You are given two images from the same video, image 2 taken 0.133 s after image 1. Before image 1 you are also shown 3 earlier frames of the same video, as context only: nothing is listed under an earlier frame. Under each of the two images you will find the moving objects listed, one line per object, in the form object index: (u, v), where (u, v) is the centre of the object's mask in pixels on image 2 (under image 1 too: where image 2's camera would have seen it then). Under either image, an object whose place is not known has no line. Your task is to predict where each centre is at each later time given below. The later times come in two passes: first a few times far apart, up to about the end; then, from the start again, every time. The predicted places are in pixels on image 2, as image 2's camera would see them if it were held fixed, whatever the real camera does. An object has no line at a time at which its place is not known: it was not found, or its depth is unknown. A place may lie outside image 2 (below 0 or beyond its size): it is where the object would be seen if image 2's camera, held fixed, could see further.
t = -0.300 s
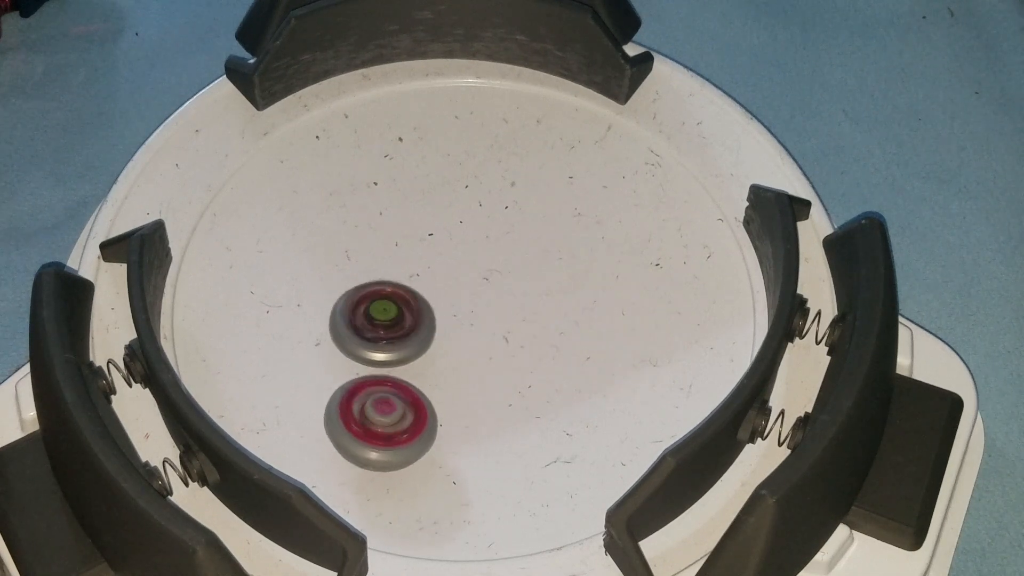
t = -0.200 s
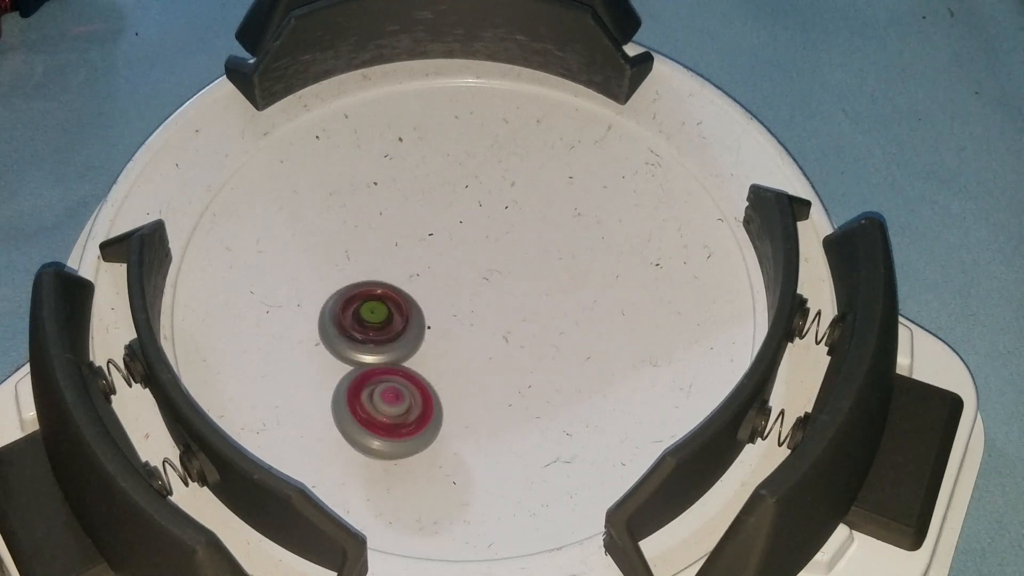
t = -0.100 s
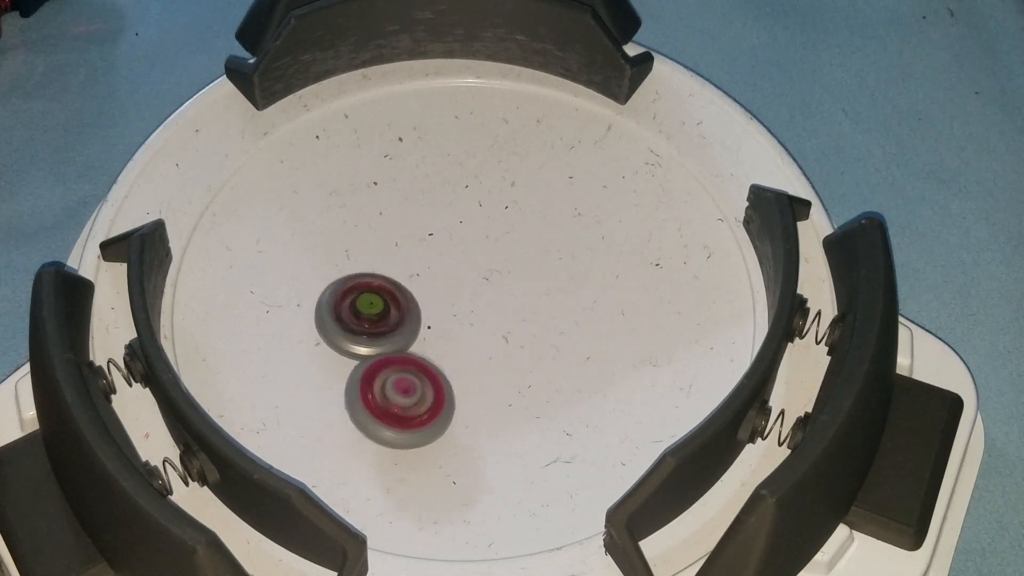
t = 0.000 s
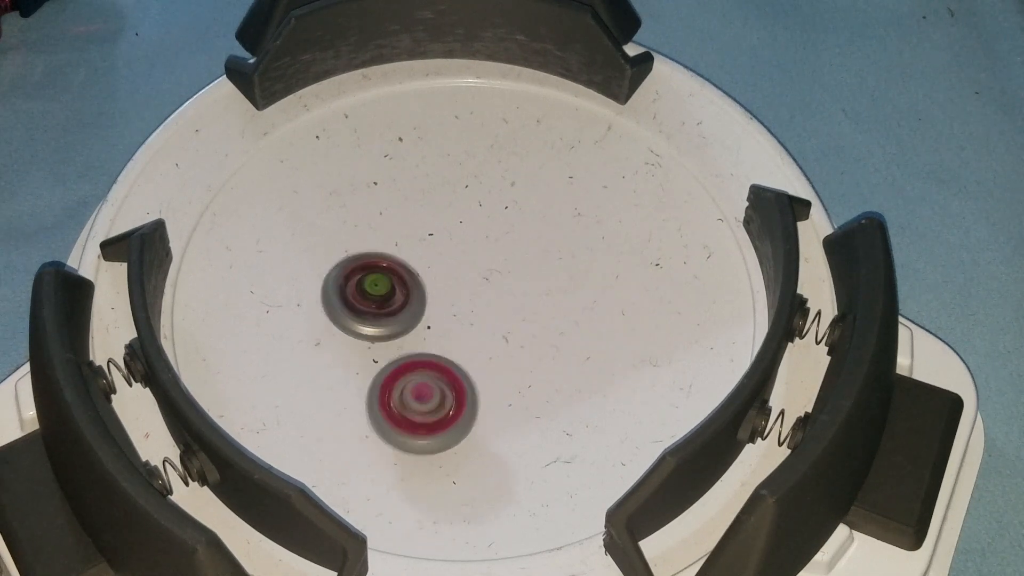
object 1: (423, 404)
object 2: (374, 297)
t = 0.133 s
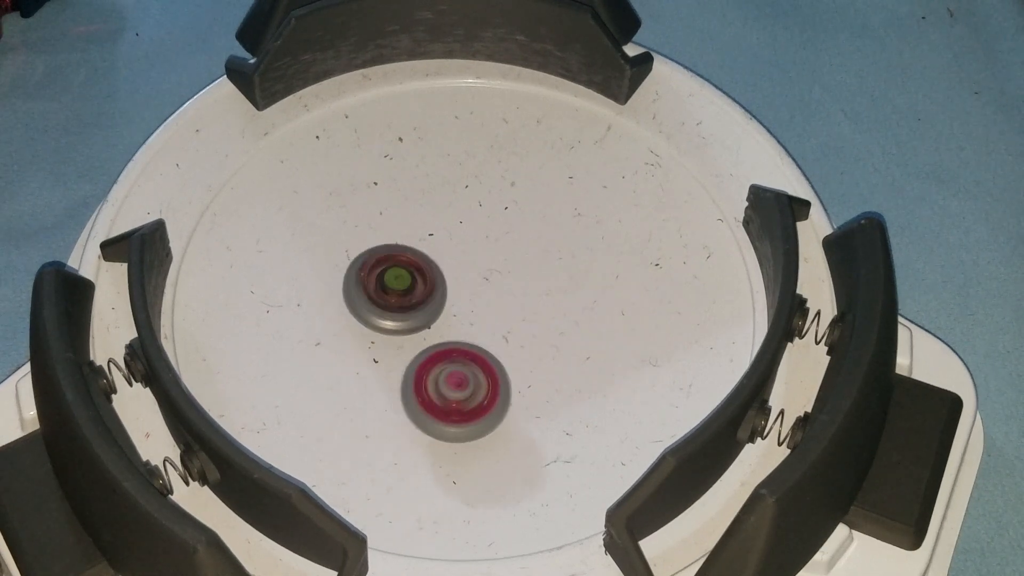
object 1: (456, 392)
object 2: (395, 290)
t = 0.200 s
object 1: (469, 387)
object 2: (402, 285)
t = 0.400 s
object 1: (506, 371)
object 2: (429, 275)
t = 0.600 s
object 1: (532, 354)
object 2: (459, 272)
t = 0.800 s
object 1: (548, 342)
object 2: (485, 273)
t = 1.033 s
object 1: (571, 384)
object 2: (495, 252)
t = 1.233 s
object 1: (553, 391)
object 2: (489, 271)
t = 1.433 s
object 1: (510, 379)
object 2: (473, 298)
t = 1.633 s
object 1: (465, 465)
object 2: (428, 199)
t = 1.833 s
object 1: (473, 424)
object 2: (379, 203)
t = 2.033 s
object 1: (497, 368)
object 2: (360, 240)
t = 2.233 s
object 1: (532, 320)
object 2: (385, 291)
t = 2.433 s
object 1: (569, 288)
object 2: (424, 331)
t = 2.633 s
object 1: (584, 279)
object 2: (458, 358)
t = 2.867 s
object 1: (564, 284)
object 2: (484, 373)
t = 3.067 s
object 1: (513, 283)
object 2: (485, 368)
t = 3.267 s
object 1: (457, 264)
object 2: (467, 352)
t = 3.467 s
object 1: (421, 234)
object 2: (439, 325)
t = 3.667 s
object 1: (415, 209)
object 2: (417, 309)
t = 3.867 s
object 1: (426, 208)
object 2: (412, 299)
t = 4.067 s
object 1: (445, 216)
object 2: (411, 316)
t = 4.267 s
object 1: (467, 225)
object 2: (400, 358)
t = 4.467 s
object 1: (444, 256)
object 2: (413, 381)
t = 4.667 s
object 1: (402, 277)
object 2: (428, 384)
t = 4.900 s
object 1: (363, 279)
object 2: (449, 359)
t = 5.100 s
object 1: (358, 275)
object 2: (461, 323)
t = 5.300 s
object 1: (372, 276)
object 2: (479, 295)
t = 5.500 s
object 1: (386, 290)
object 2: (503, 277)
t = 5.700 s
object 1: (392, 313)
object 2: (513, 273)
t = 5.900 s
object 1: (390, 332)
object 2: (503, 280)
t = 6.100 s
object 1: (383, 343)
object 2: (475, 296)
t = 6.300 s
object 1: (366, 348)
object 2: (469, 298)
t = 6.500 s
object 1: (349, 349)
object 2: (470, 291)
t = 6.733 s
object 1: (375, 347)
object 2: (466, 287)
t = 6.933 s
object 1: (409, 356)
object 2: (462, 283)
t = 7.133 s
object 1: (425, 380)
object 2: (462, 284)
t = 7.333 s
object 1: (420, 385)
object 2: (450, 292)
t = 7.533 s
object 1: (415, 386)
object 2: (443, 282)
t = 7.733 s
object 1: (434, 374)
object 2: (440, 278)
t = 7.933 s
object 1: (467, 364)
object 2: (439, 281)
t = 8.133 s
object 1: (490, 378)
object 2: (441, 288)
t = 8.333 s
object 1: (486, 388)
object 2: (438, 306)
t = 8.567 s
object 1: (458, 399)
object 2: (426, 277)
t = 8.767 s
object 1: (464, 352)
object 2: (427, 266)
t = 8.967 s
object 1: (476, 343)
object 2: (443, 253)
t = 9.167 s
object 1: (479, 363)
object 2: (455, 262)
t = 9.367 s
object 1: (474, 374)
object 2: (447, 285)
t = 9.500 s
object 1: (469, 371)
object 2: (429, 292)
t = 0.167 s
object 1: (463, 390)
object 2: (398, 288)
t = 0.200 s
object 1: (469, 387)
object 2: (402, 285)
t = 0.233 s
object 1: (476, 384)
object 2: (406, 283)
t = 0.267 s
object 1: (483, 381)
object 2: (410, 281)
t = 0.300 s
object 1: (489, 379)
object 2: (415, 280)
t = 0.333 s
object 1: (495, 376)
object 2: (419, 278)
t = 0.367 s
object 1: (501, 373)
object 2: (424, 277)
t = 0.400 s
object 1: (506, 371)
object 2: (429, 275)
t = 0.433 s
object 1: (511, 368)
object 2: (434, 274)
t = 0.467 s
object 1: (516, 365)
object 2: (439, 273)
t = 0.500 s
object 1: (520, 362)
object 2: (444, 273)
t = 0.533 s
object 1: (525, 359)
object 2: (449, 272)
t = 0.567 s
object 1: (529, 357)
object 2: (454, 272)
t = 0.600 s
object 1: (532, 354)
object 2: (459, 272)
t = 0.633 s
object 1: (535, 351)
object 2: (464, 273)
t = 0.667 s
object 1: (538, 349)
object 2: (469, 273)
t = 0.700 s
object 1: (541, 346)
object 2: (474, 274)
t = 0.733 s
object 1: (543, 343)
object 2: (478, 274)
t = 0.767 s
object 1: (545, 341)
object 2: (482, 274)
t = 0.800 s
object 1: (548, 342)
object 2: (485, 273)
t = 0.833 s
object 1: (551, 345)
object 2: (488, 272)
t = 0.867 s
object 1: (553, 345)
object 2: (492, 273)
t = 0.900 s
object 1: (555, 345)
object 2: (496, 275)
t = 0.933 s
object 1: (562, 361)
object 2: (496, 264)
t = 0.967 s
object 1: (568, 374)
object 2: (495, 256)
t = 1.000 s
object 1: (570, 381)
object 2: (495, 252)
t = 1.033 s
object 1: (571, 384)
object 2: (495, 252)
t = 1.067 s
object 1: (570, 386)
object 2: (495, 254)
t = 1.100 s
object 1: (568, 388)
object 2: (494, 256)
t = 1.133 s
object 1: (566, 390)
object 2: (494, 259)
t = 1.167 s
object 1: (563, 390)
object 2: (492, 262)
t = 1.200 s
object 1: (558, 390)
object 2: (491, 266)
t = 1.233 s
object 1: (553, 391)
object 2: (489, 271)
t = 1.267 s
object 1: (547, 389)
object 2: (487, 275)
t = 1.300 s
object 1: (540, 388)
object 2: (485, 280)
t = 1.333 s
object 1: (533, 386)
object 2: (482, 285)
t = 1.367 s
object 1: (525, 383)
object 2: (479, 290)
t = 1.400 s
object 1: (517, 379)
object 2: (477, 295)
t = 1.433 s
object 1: (510, 379)
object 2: (473, 298)
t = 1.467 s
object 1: (505, 401)
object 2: (467, 275)
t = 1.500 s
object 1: (501, 427)
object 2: (460, 246)
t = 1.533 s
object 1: (493, 449)
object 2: (453, 224)
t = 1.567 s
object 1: (483, 462)
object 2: (445, 209)
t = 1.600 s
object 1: (472, 466)
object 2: (437, 202)
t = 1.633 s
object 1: (465, 465)
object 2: (428, 199)
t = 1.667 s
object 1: (464, 459)
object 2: (418, 197)
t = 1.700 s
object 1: (466, 453)
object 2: (410, 197)
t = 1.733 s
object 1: (467, 447)
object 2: (401, 197)
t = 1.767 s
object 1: (469, 440)
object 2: (394, 198)
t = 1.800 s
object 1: (471, 432)
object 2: (386, 200)
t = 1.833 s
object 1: (473, 424)
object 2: (379, 203)
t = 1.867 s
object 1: (476, 415)
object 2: (373, 207)
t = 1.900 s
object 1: (479, 406)
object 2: (368, 211)
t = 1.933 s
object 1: (483, 396)
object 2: (364, 217)
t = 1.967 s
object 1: (487, 387)
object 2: (362, 224)
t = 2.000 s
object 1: (492, 377)
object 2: (360, 231)
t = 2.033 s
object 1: (497, 368)
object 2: (360, 240)
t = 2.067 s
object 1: (502, 359)
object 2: (361, 249)
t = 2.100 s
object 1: (507, 350)
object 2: (364, 257)
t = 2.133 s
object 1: (513, 342)
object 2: (368, 266)
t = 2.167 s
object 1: (519, 334)
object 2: (373, 275)
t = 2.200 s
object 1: (526, 326)
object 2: (379, 283)
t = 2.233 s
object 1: (532, 320)
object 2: (385, 291)
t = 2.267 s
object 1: (539, 313)
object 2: (391, 299)
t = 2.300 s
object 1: (545, 307)
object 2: (397, 306)
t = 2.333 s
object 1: (552, 301)
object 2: (404, 313)
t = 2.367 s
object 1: (558, 296)
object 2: (411, 319)
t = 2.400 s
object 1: (564, 291)
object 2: (417, 325)
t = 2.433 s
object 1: (569, 288)
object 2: (424, 331)
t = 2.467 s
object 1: (574, 285)
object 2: (430, 336)
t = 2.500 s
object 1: (577, 283)
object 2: (436, 341)
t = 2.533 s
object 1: (580, 281)
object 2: (442, 346)
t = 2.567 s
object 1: (582, 279)
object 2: (448, 350)
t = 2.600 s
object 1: (583, 279)
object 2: (453, 354)
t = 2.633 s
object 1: (584, 279)
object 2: (458, 358)
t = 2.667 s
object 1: (584, 279)
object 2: (464, 362)
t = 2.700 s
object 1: (583, 279)
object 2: (468, 365)
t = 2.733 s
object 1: (581, 280)
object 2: (473, 368)
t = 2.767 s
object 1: (578, 281)
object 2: (477, 370)
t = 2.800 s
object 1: (575, 282)
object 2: (480, 372)
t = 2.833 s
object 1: (570, 282)
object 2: (482, 373)
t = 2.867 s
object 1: (564, 284)
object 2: (484, 373)
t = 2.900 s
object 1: (558, 284)
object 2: (485, 372)
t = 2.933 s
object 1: (551, 285)
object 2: (486, 372)
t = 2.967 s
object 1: (542, 285)
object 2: (487, 372)
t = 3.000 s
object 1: (532, 285)
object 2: (487, 371)
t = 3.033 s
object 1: (523, 285)
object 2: (486, 370)
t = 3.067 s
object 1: (513, 283)
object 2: (485, 368)
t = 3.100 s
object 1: (503, 282)
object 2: (483, 365)
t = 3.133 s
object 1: (493, 279)
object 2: (481, 363)
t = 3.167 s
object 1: (483, 276)
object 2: (478, 361)
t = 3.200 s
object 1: (474, 272)
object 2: (474, 359)
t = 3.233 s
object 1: (465, 267)
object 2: (471, 356)
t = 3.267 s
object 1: (457, 264)
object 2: (467, 352)
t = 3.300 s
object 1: (449, 259)
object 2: (463, 349)
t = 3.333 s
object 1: (442, 254)
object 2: (459, 344)
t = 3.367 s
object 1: (436, 249)
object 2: (454, 339)
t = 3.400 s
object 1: (430, 244)
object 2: (449, 335)
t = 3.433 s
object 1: (426, 239)
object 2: (444, 330)
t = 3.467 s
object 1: (421, 234)
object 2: (439, 325)
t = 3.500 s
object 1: (418, 230)
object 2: (435, 321)
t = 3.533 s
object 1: (415, 226)
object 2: (431, 316)
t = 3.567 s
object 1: (413, 223)
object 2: (427, 311)
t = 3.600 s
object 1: (413, 216)
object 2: (423, 311)
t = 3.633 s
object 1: (414, 211)
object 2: (419, 310)
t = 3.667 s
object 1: (415, 209)
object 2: (417, 309)
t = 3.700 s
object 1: (416, 207)
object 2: (414, 306)
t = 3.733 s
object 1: (417, 206)
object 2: (412, 304)
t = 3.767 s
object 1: (419, 205)
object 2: (412, 303)
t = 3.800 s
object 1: (421, 206)
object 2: (411, 301)
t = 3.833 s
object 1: (424, 207)
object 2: (412, 300)
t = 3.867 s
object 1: (426, 208)
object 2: (412, 299)
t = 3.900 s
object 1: (429, 210)
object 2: (412, 300)
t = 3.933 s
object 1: (434, 203)
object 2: (409, 309)
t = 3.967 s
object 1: (438, 202)
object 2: (408, 312)
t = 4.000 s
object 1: (442, 205)
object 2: (409, 314)
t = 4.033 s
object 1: (443, 211)
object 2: (410, 315)
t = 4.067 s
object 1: (445, 216)
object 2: (411, 316)
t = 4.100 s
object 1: (445, 222)
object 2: (412, 318)
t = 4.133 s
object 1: (446, 229)
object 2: (414, 319)
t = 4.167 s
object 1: (447, 235)
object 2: (413, 323)
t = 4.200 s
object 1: (456, 227)
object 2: (405, 339)
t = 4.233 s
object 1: (463, 224)
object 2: (401, 350)
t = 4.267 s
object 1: (467, 225)
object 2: (400, 358)
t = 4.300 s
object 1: (466, 229)
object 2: (401, 363)
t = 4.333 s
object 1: (462, 235)
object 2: (404, 368)
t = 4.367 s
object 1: (458, 239)
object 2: (406, 372)
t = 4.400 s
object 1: (454, 245)
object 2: (409, 376)
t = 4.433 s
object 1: (449, 250)
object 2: (411, 379)
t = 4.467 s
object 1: (444, 256)
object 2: (413, 381)
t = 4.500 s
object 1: (437, 260)
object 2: (416, 384)
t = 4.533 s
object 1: (431, 265)
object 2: (418, 385)
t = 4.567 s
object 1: (424, 268)
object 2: (421, 385)
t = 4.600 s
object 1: (417, 272)
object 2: (423, 385)
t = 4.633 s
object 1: (409, 274)
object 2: (425, 385)
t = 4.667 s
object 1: (402, 277)
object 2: (428, 384)
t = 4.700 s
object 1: (395, 278)
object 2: (431, 382)
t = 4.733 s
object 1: (388, 280)
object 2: (434, 380)
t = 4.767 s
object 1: (382, 280)
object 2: (437, 376)
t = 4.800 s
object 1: (376, 281)
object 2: (440, 373)
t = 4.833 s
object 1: (371, 280)
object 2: (443, 368)
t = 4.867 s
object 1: (367, 280)
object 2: (446, 363)
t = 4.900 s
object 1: (363, 279)
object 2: (449, 359)
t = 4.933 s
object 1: (361, 278)
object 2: (451, 353)
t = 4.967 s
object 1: (358, 277)
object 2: (454, 347)
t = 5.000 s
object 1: (357, 276)
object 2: (456, 341)
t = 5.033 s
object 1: (357, 276)
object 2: (458, 335)
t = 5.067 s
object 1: (357, 275)
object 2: (459, 329)
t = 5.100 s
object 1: (358, 275)
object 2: (461, 323)
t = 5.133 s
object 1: (359, 274)
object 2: (462, 317)
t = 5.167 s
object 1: (361, 275)
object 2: (463, 311)
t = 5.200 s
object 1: (364, 274)
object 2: (465, 306)
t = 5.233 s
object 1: (366, 273)
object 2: (472, 303)
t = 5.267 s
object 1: (369, 274)
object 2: (476, 300)
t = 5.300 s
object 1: (372, 276)
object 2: (479, 295)
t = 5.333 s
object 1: (375, 277)
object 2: (482, 292)
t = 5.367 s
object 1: (378, 279)
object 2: (484, 288)
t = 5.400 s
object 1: (382, 282)
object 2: (488, 285)
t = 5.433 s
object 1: (381, 284)
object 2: (495, 282)
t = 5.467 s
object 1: (384, 286)
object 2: (499, 279)
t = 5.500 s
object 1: (386, 290)
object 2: (503, 277)
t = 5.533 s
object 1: (387, 293)
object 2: (506, 275)
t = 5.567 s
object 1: (389, 297)
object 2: (509, 274)
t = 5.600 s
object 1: (390, 301)
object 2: (511, 273)
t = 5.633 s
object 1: (391, 305)
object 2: (512, 273)
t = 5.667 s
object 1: (392, 308)
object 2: (513, 273)
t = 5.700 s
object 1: (392, 313)
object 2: (513, 273)
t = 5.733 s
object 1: (392, 316)
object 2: (513, 274)
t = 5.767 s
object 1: (392, 320)
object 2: (512, 275)
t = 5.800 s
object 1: (392, 323)
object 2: (511, 275)
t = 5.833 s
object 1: (391, 327)
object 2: (509, 277)
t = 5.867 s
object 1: (390, 329)
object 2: (507, 278)
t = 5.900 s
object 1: (390, 332)
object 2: (503, 280)
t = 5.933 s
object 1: (389, 334)
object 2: (500, 283)
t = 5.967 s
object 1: (388, 336)
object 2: (495, 285)
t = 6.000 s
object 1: (387, 338)
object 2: (491, 288)
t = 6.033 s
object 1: (386, 340)
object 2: (485, 291)
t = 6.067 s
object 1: (385, 341)
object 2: (479, 295)
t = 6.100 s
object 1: (383, 343)
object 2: (475, 296)
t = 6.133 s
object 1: (372, 347)
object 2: (481, 294)
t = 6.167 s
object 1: (367, 348)
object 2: (482, 295)
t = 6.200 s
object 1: (366, 349)
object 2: (479, 296)
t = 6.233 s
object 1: (366, 348)
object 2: (477, 296)
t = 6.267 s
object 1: (366, 349)
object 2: (472, 298)
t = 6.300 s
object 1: (366, 348)
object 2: (469, 298)
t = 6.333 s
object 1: (366, 348)
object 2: (464, 299)
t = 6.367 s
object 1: (366, 347)
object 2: (459, 300)
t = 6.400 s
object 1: (362, 347)
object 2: (460, 298)
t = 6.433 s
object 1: (349, 351)
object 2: (468, 294)
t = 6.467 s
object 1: (346, 350)
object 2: (470, 292)
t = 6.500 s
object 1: (349, 349)
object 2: (470, 291)
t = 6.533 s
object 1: (354, 348)
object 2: (469, 290)
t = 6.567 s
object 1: (356, 348)
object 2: (469, 289)
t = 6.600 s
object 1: (359, 348)
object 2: (469, 288)
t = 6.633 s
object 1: (361, 348)
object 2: (469, 288)
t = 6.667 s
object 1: (365, 347)
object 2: (468, 288)
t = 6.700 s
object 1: (370, 347)
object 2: (467, 287)
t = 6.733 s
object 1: (375, 347)
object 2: (466, 287)
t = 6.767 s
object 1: (381, 347)
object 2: (465, 286)
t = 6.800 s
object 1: (387, 348)
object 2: (464, 286)
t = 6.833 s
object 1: (394, 349)
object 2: (464, 286)
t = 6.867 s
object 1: (400, 351)
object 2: (463, 285)
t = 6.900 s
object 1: (405, 354)
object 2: (463, 284)
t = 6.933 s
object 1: (409, 356)
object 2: (462, 283)
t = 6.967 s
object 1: (416, 357)
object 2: (461, 282)
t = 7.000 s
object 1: (418, 365)
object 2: (463, 282)
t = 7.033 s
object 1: (421, 368)
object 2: (465, 282)
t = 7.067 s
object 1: (422, 373)
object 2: (464, 283)
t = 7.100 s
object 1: (424, 376)
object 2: (462, 283)
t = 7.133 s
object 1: (425, 380)
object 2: (462, 284)
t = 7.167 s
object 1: (424, 383)
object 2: (460, 285)
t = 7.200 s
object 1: (423, 384)
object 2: (459, 286)
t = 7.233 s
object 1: (423, 385)
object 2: (456, 288)
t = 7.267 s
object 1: (422, 386)
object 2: (455, 289)
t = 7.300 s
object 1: (422, 385)
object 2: (452, 291)
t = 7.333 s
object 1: (420, 385)
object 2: (450, 292)
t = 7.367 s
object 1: (420, 383)
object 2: (446, 294)
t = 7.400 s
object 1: (421, 381)
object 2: (444, 294)
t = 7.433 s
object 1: (418, 382)
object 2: (442, 293)
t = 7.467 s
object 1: (415, 388)
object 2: (444, 287)
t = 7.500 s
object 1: (413, 389)
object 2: (444, 284)
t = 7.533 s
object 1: (415, 386)
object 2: (443, 282)
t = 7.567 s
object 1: (417, 385)
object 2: (442, 280)
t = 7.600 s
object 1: (419, 383)
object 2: (441, 279)
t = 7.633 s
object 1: (422, 381)
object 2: (441, 278)
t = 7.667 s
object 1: (425, 378)
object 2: (441, 279)
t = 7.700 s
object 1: (429, 375)
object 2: (440, 278)
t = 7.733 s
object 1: (434, 374)
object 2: (440, 278)
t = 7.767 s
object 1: (439, 371)
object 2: (440, 278)
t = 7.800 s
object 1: (444, 369)
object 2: (440, 278)
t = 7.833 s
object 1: (450, 367)
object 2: (439, 278)
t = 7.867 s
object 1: (456, 365)
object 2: (440, 279)
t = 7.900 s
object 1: (462, 365)
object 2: (439, 280)
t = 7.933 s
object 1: (467, 364)
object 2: (439, 281)
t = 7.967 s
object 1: (474, 363)
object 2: (440, 283)
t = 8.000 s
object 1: (479, 363)
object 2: (440, 285)
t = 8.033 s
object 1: (483, 365)
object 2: (440, 287)
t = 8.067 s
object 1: (487, 368)
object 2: (440, 287)
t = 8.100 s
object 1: (489, 374)
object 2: (440, 287)
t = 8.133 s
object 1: (490, 378)
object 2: (441, 288)
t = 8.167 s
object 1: (492, 381)
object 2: (441, 291)
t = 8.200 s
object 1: (493, 382)
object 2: (441, 295)
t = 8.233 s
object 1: (492, 384)
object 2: (440, 297)
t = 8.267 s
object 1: (492, 386)
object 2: (440, 301)
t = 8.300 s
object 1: (489, 387)
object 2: (438, 304)
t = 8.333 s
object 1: (486, 388)
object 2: (438, 306)
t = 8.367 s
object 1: (482, 388)
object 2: (437, 310)
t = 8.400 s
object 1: (478, 392)
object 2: (434, 305)
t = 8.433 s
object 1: (474, 400)
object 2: (433, 294)
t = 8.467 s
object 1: (467, 406)
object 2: (431, 285)
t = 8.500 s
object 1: (463, 407)
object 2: (430, 281)
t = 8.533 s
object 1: (459, 405)
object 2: (428, 280)
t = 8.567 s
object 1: (458, 399)
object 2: (426, 277)
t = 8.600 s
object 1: (458, 394)
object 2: (426, 275)
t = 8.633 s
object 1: (459, 388)
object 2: (424, 273)
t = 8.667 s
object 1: (459, 381)
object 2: (424, 270)
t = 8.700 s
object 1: (460, 372)
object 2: (425, 270)
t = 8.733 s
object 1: (462, 363)
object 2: (425, 268)
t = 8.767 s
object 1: (464, 352)
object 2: (427, 266)
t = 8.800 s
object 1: (465, 342)
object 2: (428, 263)
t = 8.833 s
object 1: (470, 343)
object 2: (430, 258)
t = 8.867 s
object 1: (473, 344)
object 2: (433, 255)
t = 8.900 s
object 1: (475, 344)
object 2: (436, 254)
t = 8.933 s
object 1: (476, 344)
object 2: (439, 253)
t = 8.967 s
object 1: (476, 343)
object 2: (443, 253)
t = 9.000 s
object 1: (477, 341)
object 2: (444, 255)
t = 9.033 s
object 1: (480, 340)
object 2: (447, 256)
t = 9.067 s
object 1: (482, 339)
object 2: (450, 259)
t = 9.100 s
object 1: (483, 342)
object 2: (452, 261)
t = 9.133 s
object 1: (480, 354)
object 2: (454, 261)
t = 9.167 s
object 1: (479, 363)
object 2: (455, 262)
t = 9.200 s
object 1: (479, 371)
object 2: (456, 266)
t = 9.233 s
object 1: (479, 375)
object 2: (455, 270)
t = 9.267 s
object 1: (476, 376)
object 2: (455, 273)
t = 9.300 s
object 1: (475, 376)
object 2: (453, 278)
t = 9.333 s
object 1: (474, 375)
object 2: (450, 282)
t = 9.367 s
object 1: (474, 374)
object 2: (447, 285)
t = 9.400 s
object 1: (473, 372)
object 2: (444, 289)
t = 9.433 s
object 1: (472, 371)
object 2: (439, 292)
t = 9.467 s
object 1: (470, 369)
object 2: (434, 294)
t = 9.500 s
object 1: (469, 371)
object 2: (429, 292)
